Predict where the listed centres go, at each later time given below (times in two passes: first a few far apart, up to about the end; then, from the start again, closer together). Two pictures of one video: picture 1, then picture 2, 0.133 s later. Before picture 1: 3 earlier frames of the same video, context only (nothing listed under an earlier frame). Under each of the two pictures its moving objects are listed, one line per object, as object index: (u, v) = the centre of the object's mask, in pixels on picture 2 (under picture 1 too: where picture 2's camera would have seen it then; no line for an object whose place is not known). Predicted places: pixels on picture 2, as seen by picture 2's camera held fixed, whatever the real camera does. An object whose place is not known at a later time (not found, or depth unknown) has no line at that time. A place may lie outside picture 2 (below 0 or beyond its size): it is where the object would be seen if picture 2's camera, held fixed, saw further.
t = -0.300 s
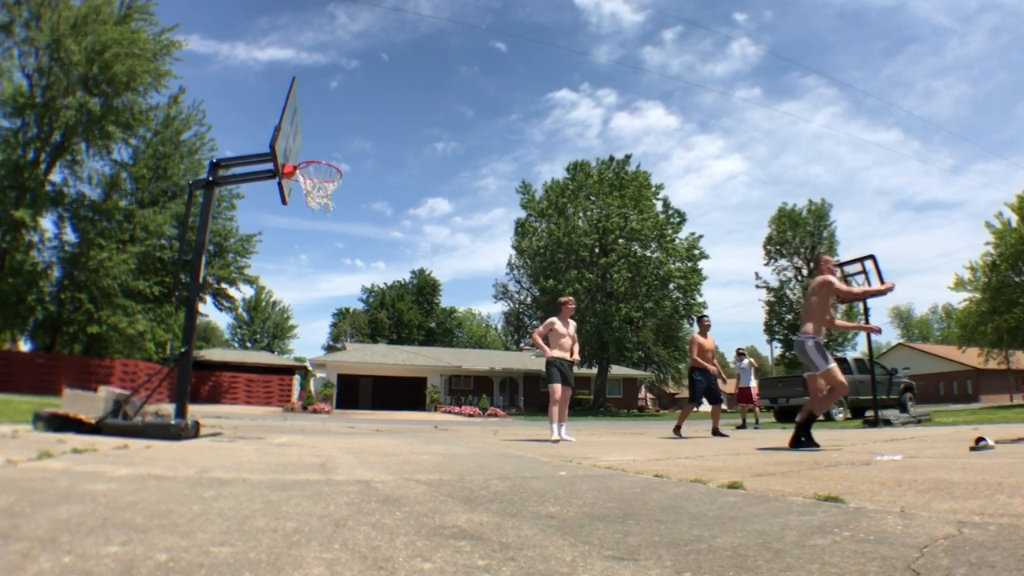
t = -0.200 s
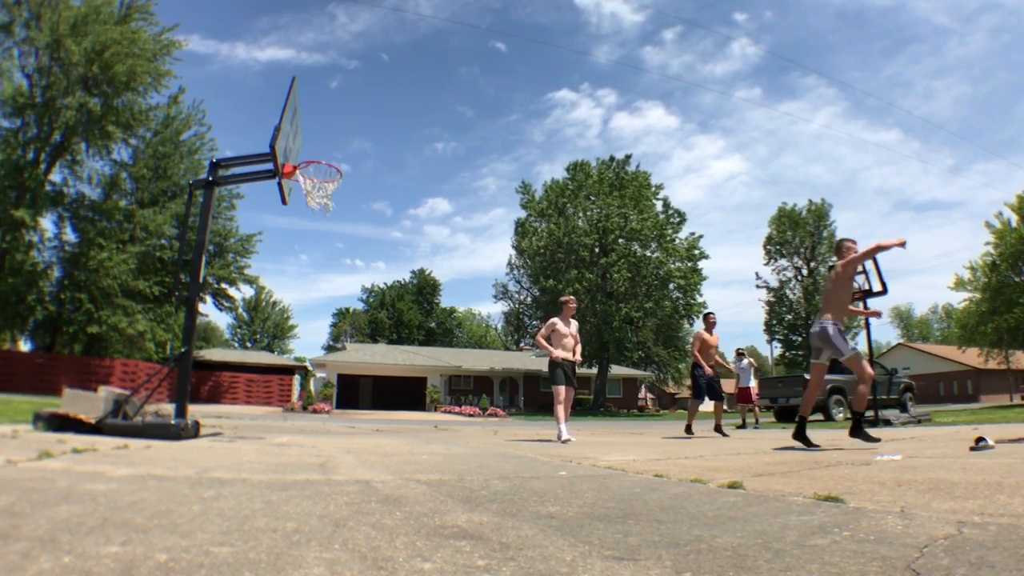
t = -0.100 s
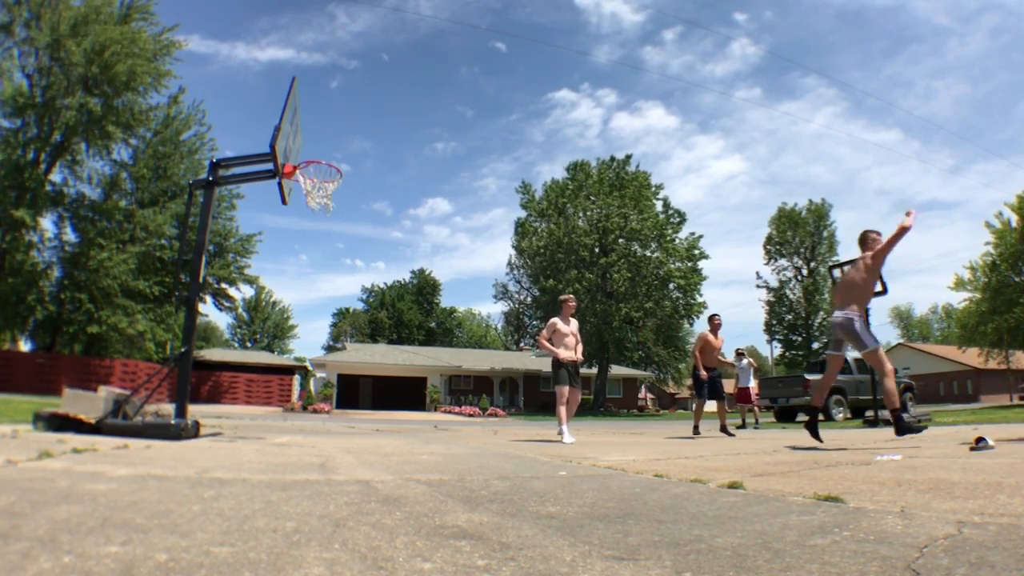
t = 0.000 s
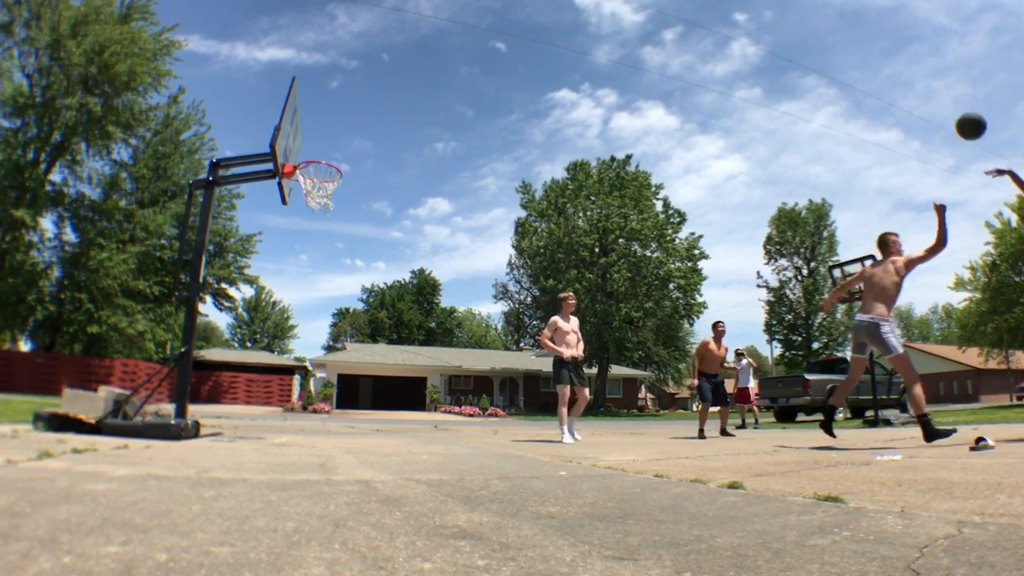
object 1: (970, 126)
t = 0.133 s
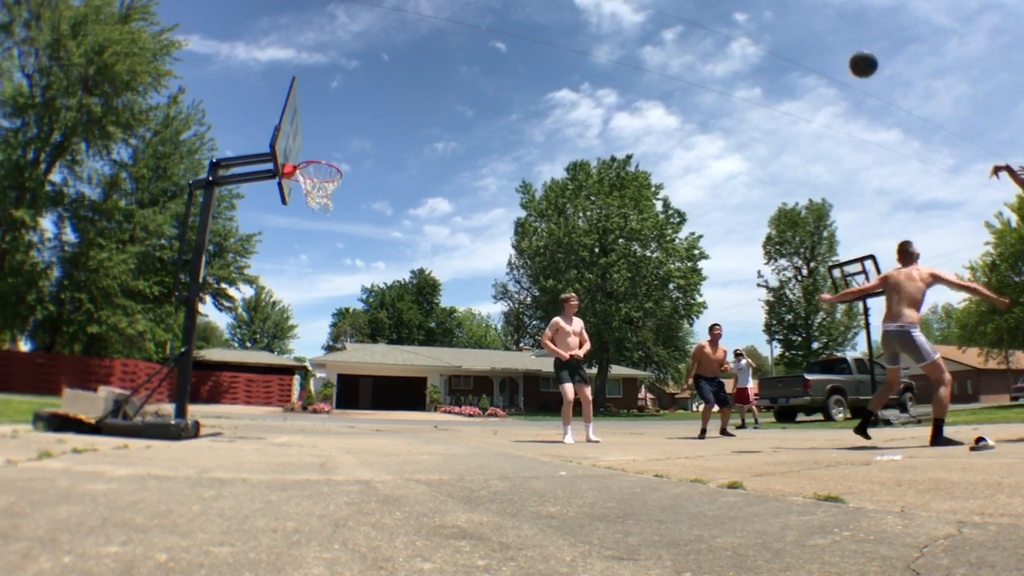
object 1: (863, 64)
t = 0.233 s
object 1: (788, 35)
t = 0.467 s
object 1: (632, 12)
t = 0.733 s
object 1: (479, 46)
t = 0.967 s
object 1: (359, 121)
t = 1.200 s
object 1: (331, 188)
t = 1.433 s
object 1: (305, 195)
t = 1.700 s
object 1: (309, 218)
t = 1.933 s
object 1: (312, 281)
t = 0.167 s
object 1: (837, 53)
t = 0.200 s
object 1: (812, 44)
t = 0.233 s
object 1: (788, 35)
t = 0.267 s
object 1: (764, 28)
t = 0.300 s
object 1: (741, 22)
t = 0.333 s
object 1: (718, 18)
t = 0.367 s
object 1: (696, 15)
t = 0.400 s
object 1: (674, 13)
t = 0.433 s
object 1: (652, 12)
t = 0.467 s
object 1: (632, 12)
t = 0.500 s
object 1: (612, 12)
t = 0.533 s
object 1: (591, 15)
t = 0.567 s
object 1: (572, 18)
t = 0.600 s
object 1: (553, 21)
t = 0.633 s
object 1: (534, 26)
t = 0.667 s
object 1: (515, 32)
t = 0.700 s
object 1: (497, 38)
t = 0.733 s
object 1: (479, 46)
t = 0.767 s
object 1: (461, 54)
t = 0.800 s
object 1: (444, 63)
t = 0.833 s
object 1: (427, 73)
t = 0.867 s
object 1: (410, 83)
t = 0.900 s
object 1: (393, 95)
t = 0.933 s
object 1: (376, 108)
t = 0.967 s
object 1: (359, 121)
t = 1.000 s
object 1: (343, 135)
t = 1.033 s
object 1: (326, 150)
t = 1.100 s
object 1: (313, 176)
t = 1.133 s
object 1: (329, 190)
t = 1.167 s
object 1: (333, 188)
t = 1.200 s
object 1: (331, 188)
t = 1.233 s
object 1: (326, 190)
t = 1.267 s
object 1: (323, 189)
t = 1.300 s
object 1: (319, 191)
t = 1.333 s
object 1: (315, 192)
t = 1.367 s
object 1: (311, 193)
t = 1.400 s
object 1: (307, 194)
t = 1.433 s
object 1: (305, 195)
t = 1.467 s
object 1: (306, 195)
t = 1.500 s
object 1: (305, 197)
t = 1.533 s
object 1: (305, 199)
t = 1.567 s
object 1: (306, 201)
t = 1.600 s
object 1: (307, 204)
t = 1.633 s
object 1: (308, 207)
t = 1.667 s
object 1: (309, 212)
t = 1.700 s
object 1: (309, 218)
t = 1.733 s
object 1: (310, 225)
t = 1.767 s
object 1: (310, 229)
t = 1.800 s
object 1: (311, 237)
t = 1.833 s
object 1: (311, 247)
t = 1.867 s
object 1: (312, 257)
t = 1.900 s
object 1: (312, 268)
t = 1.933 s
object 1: (312, 281)
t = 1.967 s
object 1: (312, 294)
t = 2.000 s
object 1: (313, 309)
